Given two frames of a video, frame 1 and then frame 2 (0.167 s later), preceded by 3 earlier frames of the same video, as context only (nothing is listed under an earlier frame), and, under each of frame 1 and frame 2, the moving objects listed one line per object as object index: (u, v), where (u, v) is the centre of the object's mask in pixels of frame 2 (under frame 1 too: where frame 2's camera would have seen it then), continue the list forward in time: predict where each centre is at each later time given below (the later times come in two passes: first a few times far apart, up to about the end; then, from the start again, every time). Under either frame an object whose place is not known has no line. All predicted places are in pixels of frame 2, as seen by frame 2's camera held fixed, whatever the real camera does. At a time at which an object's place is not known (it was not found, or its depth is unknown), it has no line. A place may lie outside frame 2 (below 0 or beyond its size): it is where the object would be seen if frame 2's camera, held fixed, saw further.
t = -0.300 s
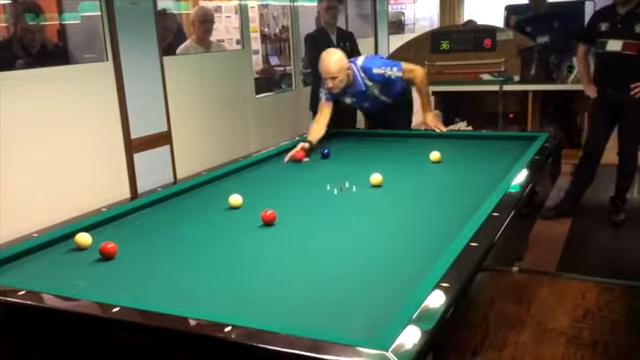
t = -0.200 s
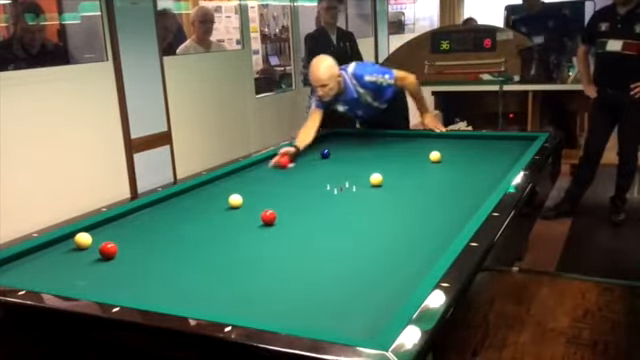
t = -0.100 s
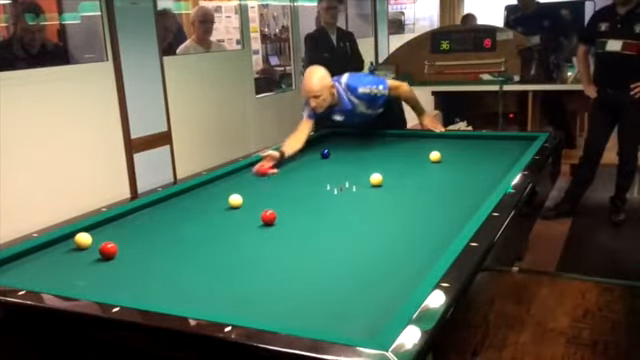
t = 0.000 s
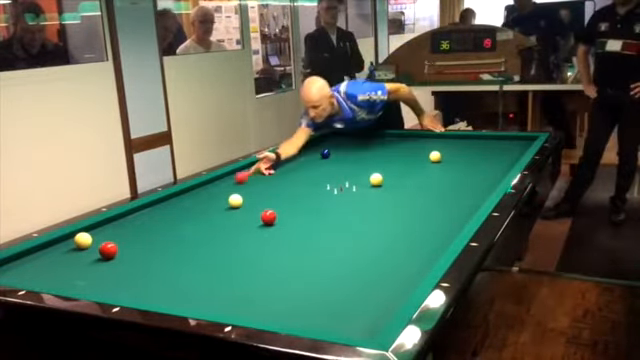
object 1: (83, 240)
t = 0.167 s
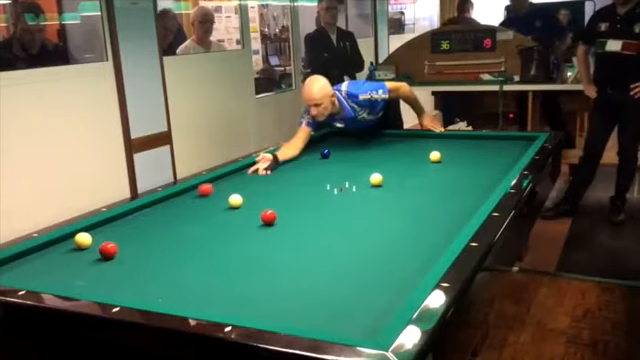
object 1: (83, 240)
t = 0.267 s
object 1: (83, 240)
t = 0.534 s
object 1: (83, 240)
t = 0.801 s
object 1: (83, 240)
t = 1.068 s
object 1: (83, 240)
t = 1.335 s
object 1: (87, 239)
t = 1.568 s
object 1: (118, 234)
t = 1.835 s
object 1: (148, 229)
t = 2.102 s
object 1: (175, 224)
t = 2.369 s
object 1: (201, 220)
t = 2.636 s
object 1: (225, 216)
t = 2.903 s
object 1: (248, 212)
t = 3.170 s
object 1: (269, 206)
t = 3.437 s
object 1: (289, 205)
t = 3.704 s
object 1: (307, 202)
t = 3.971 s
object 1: (325, 199)
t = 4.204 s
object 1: (340, 196)
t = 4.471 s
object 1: (355, 194)
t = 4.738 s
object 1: (370, 192)
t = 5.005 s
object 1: (384, 189)
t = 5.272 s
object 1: (397, 187)
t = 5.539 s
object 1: (409, 185)
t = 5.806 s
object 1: (420, 183)
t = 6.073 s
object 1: (431, 181)
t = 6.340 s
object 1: (441, 179)
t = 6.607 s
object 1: (450, 178)
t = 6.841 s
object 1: (457, 177)
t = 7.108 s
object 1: (465, 175)
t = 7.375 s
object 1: (473, 174)
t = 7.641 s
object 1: (479, 173)
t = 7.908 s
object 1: (486, 172)
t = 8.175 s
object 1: (491, 171)
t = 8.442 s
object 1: (496, 169)
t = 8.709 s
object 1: (500, 169)
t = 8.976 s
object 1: (504, 168)
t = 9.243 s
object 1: (507, 167)
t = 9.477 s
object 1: (507, 167)
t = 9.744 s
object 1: (507, 166)
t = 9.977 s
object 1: (506, 166)
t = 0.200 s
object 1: (83, 240)
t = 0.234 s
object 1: (83, 240)
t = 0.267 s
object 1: (83, 240)
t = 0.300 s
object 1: (83, 240)
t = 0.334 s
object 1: (83, 240)
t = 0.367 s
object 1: (83, 240)
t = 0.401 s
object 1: (83, 240)
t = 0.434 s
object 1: (83, 240)
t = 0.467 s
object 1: (83, 240)
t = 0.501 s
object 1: (83, 240)
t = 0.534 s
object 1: (83, 240)
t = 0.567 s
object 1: (83, 240)
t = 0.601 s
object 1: (83, 240)
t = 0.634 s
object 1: (83, 240)
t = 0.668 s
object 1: (83, 240)
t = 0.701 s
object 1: (83, 240)
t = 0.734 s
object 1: (83, 240)
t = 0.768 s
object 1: (83, 240)
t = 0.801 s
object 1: (83, 240)
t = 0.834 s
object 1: (83, 240)
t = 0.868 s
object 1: (83, 240)
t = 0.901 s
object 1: (83, 240)
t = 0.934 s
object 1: (83, 240)
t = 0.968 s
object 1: (83, 240)
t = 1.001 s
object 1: (83, 240)
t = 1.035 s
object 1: (83, 240)
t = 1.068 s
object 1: (83, 240)
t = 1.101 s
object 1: (83, 240)
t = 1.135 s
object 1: (83, 240)
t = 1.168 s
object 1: (83, 240)
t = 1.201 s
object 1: (83, 240)
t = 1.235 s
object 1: (83, 240)
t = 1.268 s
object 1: (83, 240)
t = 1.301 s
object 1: (83, 240)
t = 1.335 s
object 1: (87, 239)
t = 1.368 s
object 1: (92, 238)
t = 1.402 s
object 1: (97, 237)
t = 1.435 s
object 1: (101, 236)
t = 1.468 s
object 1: (105, 235)
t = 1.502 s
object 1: (110, 234)
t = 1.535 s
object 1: (114, 234)
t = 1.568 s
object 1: (118, 234)
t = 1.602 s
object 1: (122, 234)
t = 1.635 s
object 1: (126, 233)
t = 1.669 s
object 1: (129, 232)
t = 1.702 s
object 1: (133, 231)
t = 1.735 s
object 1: (137, 231)
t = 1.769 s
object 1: (140, 230)
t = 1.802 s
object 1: (144, 230)
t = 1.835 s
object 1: (148, 229)
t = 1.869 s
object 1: (151, 228)
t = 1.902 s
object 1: (155, 228)
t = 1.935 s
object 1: (158, 227)
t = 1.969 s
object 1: (162, 227)
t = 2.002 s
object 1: (165, 226)
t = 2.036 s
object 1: (169, 226)
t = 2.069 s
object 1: (172, 225)
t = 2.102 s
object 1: (175, 224)
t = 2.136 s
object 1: (179, 224)
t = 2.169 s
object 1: (182, 223)
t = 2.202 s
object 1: (185, 222)
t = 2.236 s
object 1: (188, 222)
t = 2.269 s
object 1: (192, 221)
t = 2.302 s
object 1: (195, 221)
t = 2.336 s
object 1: (198, 220)
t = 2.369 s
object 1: (201, 220)
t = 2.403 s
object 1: (204, 219)
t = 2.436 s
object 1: (207, 219)
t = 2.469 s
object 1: (210, 218)
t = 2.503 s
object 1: (214, 217)
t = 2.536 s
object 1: (217, 217)
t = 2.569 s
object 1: (219, 217)
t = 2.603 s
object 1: (223, 216)
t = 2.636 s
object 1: (225, 216)
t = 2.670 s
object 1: (228, 215)
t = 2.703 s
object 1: (231, 214)
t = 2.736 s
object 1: (234, 214)
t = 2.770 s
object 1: (237, 213)
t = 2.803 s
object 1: (239, 213)
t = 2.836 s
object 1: (242, 212)
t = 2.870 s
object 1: (245, 212)
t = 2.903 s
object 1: (248, 212)
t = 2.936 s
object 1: (250, 211)
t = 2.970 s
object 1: (253, 211)
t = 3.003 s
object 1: (256, 210)
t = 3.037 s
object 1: (258, 209)
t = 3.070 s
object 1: (260, 209)
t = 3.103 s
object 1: (263, 207)
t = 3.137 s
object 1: (266, 207)
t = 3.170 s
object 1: (269, 206)
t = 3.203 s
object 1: (272, 206)
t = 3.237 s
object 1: (274, 206)
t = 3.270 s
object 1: (277, 206)
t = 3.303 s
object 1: (279, 206)
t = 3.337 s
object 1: (281, 206)
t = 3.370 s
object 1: (284, 206)
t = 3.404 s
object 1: (286, 205)
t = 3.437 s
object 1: (289, 205)
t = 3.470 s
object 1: (291, 205)
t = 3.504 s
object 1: (294, 204)
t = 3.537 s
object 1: (296, 204)
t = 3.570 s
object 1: (298, 203)
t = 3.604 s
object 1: (300, 203)
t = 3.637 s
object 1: (303, 202)
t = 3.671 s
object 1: (305, 202)
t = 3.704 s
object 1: (307, 202)
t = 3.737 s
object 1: (310, 201)
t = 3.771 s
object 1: (312, 201)
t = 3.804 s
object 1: (314, 200)
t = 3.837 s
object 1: (316, 200)
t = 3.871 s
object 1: (319, 200)
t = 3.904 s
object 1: (321, 199)
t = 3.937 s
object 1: (323, 199)
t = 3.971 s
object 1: (325, 199)
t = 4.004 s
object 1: (327, 198)
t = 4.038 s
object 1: (329, 198)
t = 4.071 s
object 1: (331, 197)
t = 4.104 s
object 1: (333, 197)
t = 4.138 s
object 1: (335, 197)
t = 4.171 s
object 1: (338, 197)
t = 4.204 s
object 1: (340, 196)
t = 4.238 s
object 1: (342, 196)
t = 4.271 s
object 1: (344, 196)
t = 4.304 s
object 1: (345, 195)
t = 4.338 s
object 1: (348, 195)
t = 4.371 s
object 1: (349, 195)
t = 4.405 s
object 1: (352, 194)
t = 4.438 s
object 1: (353, 194)
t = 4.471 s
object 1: (355, 194)
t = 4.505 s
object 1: (357, 193)
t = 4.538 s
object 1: (359, 193)
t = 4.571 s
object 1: (361, 193)
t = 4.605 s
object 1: (363, 192)
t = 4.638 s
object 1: (365, 192)
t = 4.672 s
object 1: (366, 192)
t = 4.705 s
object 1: (368, 192)
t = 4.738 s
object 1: (370, 192)
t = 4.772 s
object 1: (372, 191)
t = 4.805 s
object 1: (373, 191)
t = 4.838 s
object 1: (375, 191)
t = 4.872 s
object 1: (377, 190)
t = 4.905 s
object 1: (379, 190)
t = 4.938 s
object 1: (381, 189)
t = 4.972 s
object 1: (382, 189)
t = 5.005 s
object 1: (384, 189)
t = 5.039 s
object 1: (386, 189)
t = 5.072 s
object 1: (387, 188)
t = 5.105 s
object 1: (389, 188)
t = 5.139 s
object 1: (391, 188)
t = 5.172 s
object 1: (392, 188)
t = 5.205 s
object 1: (394, 187)
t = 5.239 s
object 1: (395, 187)
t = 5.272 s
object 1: (397, 187)
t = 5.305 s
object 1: (398, 187)
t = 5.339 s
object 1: (400, 186)
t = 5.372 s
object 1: (401, 186)
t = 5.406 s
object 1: (403, 186)
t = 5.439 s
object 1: (404, 186)
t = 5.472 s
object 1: (406, 185)
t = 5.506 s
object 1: (407, 185)
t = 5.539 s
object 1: (409, 185)
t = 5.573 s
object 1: (410, 185)
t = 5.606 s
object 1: (412, 184)
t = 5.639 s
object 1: (413, 184)
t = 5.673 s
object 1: (414, 184)
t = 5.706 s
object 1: (416, 184)
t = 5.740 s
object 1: (417, 183)
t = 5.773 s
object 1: (419, 183)
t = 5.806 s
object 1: (420, 183)
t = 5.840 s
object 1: (421, 183)
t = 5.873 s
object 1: (423, 182)
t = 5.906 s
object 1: (424, 182)
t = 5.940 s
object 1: (425, 182)
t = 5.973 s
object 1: (427, 182)
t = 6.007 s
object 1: (428, 182)
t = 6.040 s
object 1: (429, 182)
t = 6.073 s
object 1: (431, 181)
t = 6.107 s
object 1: (432, 181)
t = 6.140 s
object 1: (433, 181)
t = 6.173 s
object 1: (434, 181)
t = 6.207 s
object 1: (436, 180)
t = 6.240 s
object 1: (437, 180)
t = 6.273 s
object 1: (438, 180)
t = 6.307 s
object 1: (439, 180)
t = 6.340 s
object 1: (441, 179)
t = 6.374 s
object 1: (442, 179)
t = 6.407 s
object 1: (443, 179)
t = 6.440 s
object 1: (444, 179)
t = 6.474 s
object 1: (445, 179)
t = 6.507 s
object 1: (446, 178)
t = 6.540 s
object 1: (447, 178)
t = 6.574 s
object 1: (449, 178)
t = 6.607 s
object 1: (450, 178)
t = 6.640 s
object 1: (451, 178)
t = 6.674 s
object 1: (452, 178)
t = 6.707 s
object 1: (453, 177)
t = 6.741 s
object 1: (454, 177)
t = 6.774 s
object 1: (455, 177)
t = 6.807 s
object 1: (456, 177)
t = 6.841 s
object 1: (457, 177)
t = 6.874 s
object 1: (458, 176)
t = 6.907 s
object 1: (459, 176)
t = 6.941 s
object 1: (460, 176)
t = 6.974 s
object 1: (461, 176)
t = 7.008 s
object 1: (462, 176)
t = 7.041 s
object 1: (463, 175)
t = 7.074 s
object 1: (464, 175)
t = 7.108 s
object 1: (465, 175)
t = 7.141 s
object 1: (466, 175)
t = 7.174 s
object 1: (467, 175)
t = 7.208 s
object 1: (468, 175)
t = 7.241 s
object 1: (469, 175)
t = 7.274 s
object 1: (470, 174)
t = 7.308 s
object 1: (471, 175)
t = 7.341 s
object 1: (472, 174)
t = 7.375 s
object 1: (473, 174)
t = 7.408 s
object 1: (473, 174)
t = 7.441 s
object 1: (474, 174)
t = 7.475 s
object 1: (475, 174)
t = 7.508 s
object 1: (476, 174)
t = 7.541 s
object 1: (477, 173)
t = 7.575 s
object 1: (478, 173)
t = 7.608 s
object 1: (479, 173)
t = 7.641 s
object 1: (479, 173)
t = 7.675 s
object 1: (480, 173)
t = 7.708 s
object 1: (481, 173)
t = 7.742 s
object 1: (482, 172)
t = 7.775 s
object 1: (483, 172)
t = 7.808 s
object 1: (483, 172)
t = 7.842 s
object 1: (484, 172)
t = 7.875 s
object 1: (485, 172)
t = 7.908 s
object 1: (486, 172)
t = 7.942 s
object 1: (486, 171)
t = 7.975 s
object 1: (487, 171)
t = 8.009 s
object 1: (488, 171)
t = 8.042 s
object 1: (488, 171)
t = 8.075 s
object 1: (489, 171)
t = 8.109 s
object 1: (489, 171)
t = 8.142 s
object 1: (490, 171)
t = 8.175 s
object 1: (491, 171)
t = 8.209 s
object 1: (492, 170)
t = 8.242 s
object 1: (492, 170)
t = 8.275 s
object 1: (493, 170)
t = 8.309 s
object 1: (493, 170)
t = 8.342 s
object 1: (494, 170)
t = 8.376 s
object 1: (495, 170)
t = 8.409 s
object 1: (495, 170)
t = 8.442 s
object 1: (496, 169)
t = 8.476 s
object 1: (497, 169)
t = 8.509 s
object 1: (497, 169)
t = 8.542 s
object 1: (498, 169)
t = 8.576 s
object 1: (498, 169)
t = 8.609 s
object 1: (499, 169)
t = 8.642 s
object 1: (499, 169)
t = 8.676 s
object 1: (500, 169)
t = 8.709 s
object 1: (500, 169)
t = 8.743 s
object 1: (501, 169)
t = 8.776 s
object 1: (501, 169)
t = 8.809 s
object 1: (501, 169)
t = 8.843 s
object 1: (502, 168)
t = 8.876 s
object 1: (502, 168)
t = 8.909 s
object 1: (503, 168)
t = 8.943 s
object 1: (503, 168)
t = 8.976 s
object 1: (504, 168)
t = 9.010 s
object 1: (504, 168)
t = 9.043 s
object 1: (504, 168)
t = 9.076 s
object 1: (505, 168)
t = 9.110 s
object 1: (505, 168)
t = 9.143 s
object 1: (506, 167)
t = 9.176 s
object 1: (506, 167)
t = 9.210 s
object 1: (506, 167)
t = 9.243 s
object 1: (507, 167)
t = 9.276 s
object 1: (507, 167)
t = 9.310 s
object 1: (507, 167)
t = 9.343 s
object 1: (507, 167)
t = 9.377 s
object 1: (507, 167)
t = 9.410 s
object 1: (507, 167)
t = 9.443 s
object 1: (507, 167)
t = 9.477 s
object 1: (507, 167)
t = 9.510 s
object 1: (507, 167)
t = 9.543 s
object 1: (507, 166)
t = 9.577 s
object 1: (507, 166)
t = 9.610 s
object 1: (507, 166)
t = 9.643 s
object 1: (507, 166)
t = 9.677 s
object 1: (507, 166)
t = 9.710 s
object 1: (507, 166)
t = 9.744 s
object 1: (507, 166)
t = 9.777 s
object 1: (507, 166)
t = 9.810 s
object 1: (507, 166)
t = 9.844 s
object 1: (507, 166)
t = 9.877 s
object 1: (506, 166)
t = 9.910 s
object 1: (507, 166)
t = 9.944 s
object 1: (506, 166)
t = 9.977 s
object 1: (506, 166)
